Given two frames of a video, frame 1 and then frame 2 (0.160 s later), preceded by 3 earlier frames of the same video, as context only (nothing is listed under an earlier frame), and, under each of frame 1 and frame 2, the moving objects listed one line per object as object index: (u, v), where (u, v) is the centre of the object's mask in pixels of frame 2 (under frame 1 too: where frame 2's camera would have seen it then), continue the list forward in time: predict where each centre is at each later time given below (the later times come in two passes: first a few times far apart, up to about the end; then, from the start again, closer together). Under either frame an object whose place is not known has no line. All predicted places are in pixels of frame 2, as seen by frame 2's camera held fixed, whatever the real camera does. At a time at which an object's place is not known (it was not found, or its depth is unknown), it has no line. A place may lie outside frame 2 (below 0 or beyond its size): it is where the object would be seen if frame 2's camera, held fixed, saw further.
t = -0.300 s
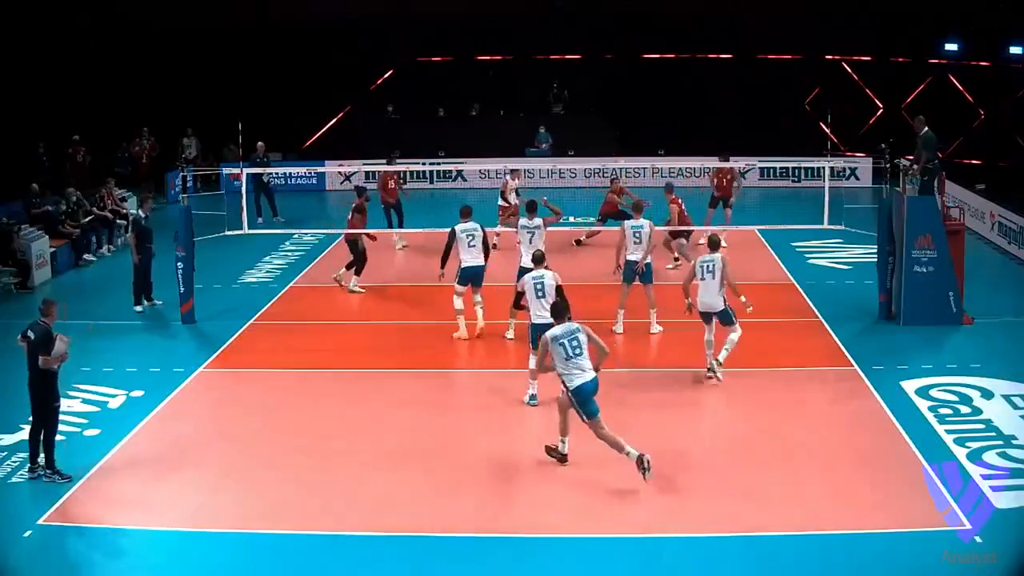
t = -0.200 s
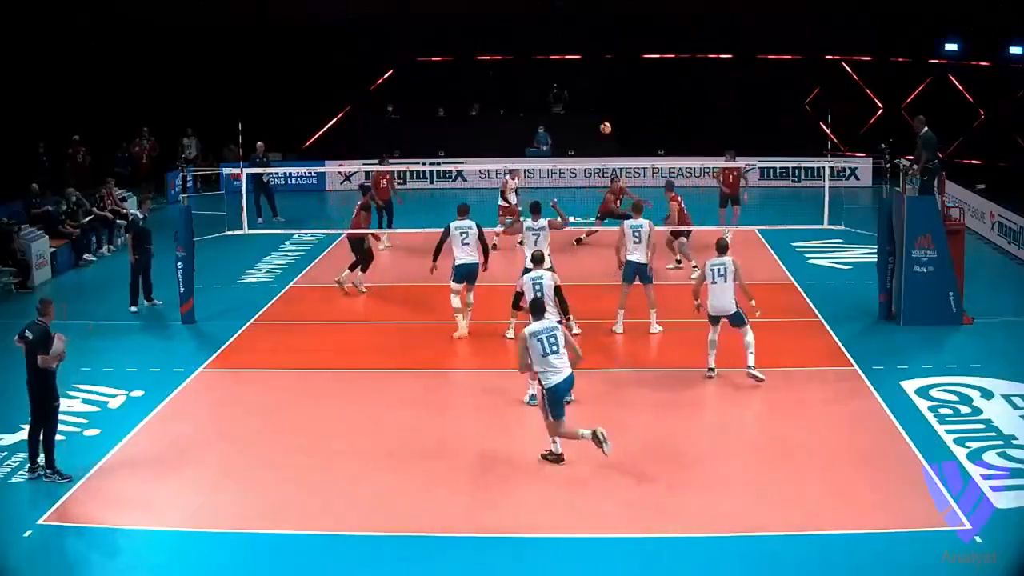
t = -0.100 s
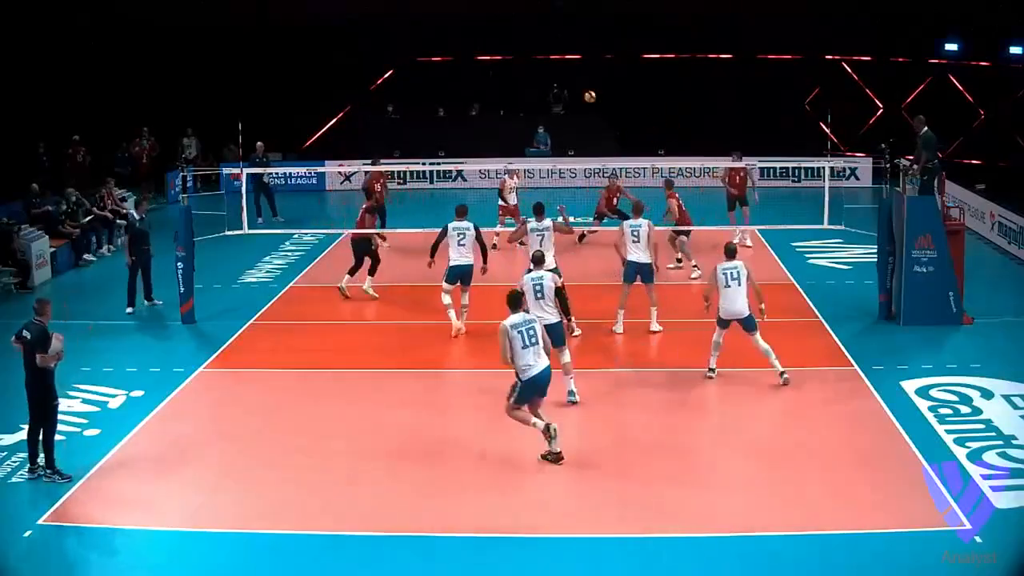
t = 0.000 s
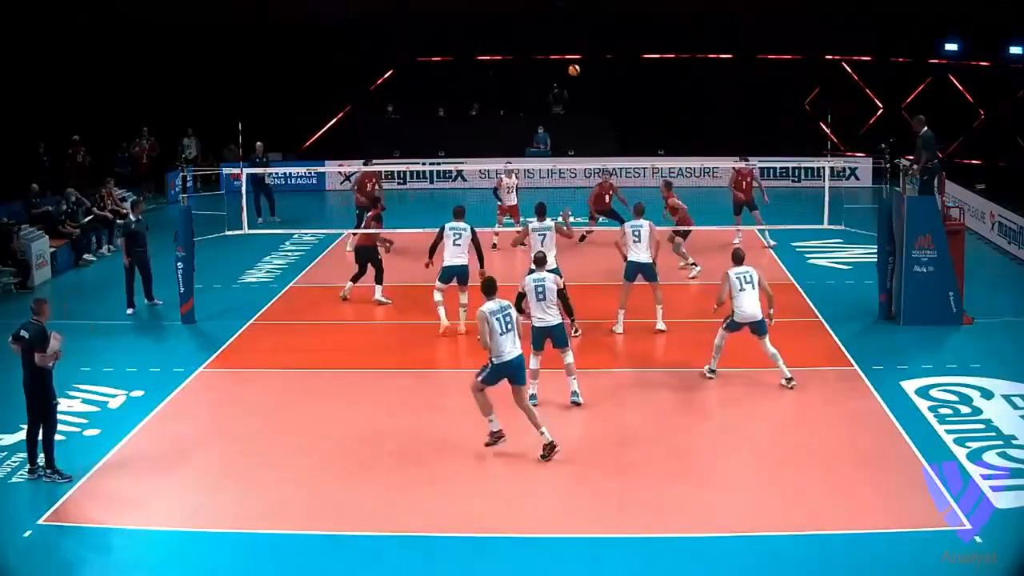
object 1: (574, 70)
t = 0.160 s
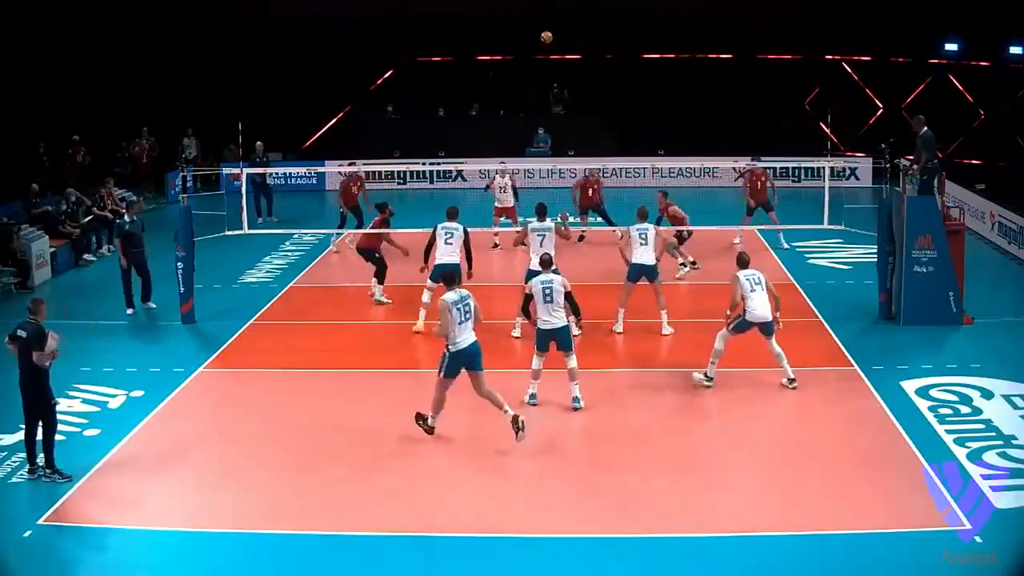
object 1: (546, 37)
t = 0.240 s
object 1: (532, 25)
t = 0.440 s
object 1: (495, 10)
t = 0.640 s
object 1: (456, 17)
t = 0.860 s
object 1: (413, 52)
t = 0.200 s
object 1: (539, 31)
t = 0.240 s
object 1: (532, 25)
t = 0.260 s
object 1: (528, 23)
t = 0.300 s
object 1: (521, 19)
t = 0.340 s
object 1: (514, 15)
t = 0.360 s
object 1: (510, 13)
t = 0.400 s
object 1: (503, 11)
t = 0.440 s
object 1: (495, 10)
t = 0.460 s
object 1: (491, 10)
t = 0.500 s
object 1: (484, 10)
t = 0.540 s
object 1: (476, 11)
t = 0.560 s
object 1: (472, 12)
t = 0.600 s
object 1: (465, 14)
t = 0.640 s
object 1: (456, 17)
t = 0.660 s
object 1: (453, 19)
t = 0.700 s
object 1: (445, 23)
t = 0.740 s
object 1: (437, 29)
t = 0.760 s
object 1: (433, 32)
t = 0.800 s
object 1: (425, 39)
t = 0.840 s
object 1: (417, 47)
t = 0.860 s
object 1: (413, 52)
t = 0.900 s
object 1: (405, 61)
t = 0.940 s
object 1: (397, 71)
